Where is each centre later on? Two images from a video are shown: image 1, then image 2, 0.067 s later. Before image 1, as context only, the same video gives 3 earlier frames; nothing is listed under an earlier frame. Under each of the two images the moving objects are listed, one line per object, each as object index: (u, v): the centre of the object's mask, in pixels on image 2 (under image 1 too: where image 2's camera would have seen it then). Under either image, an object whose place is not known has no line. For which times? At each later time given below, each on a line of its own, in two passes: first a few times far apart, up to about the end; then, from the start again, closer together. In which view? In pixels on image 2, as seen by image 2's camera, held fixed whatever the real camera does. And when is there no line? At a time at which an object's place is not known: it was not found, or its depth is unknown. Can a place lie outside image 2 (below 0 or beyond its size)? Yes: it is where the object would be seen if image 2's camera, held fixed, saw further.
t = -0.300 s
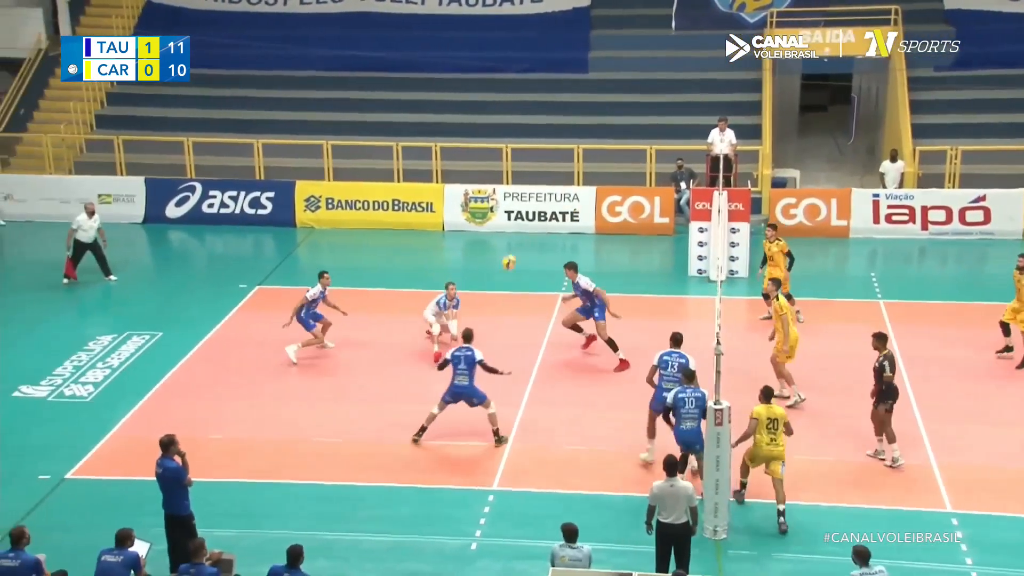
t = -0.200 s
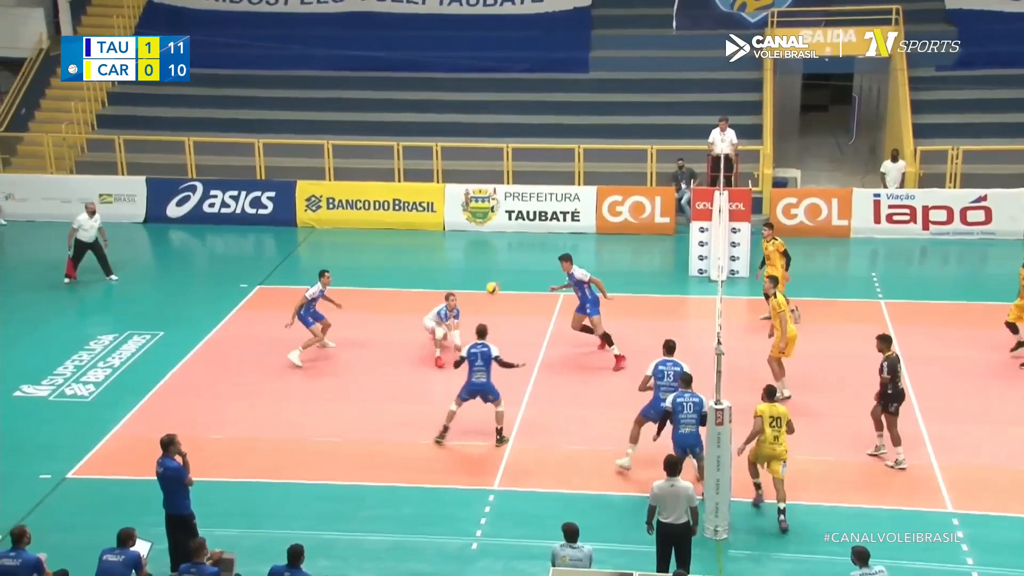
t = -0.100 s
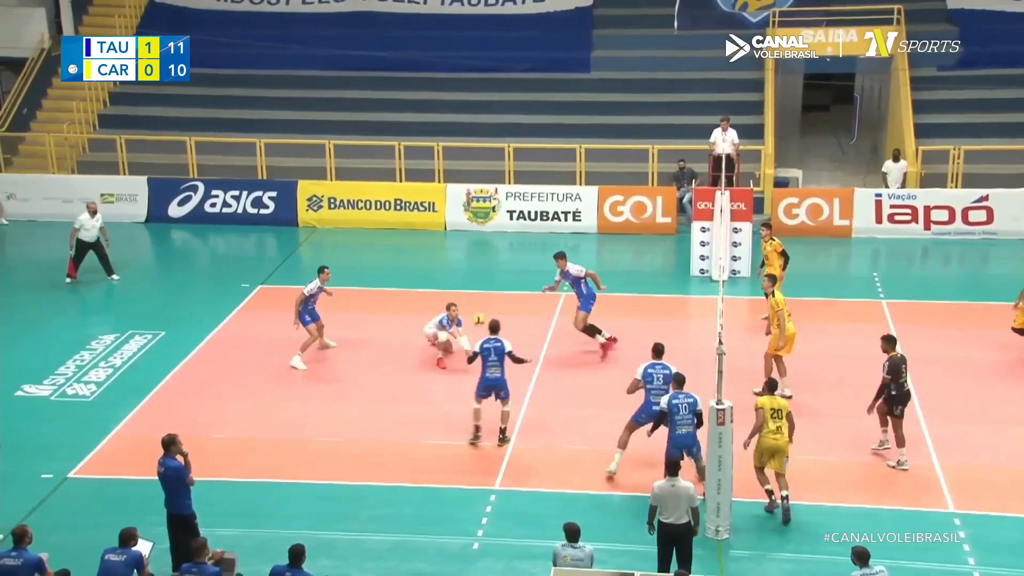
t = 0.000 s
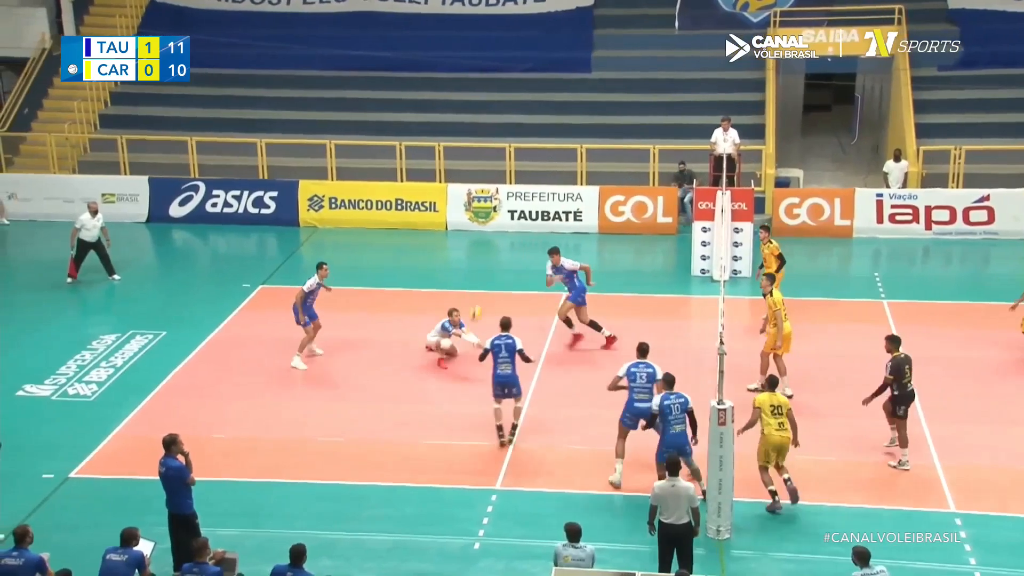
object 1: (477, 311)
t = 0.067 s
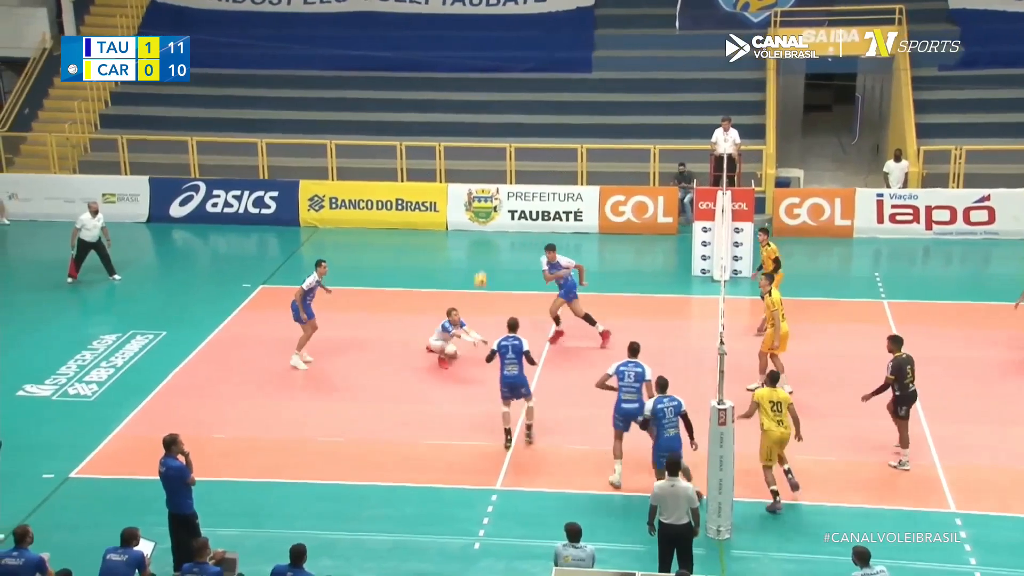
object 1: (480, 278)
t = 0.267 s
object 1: (493, 184)
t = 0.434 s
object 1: (505, 129)
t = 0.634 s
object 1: (520, 79)
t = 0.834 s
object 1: (534, 52)
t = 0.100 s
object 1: (483, 262)
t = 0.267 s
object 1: (493, 184)
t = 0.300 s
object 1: (496, 176)
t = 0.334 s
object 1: (498, 163)
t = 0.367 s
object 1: (501, 150)
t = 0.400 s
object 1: (503, 140)
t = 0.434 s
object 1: (505, 129)
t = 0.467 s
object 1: (508, 119)
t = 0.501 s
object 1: (511, 110)
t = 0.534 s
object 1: (513, 101)
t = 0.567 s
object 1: (515, 94)
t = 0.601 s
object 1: (517, 85)
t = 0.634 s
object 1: (520, 79)
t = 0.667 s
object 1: (522, 72)
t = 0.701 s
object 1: (526, 67)
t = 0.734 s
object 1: (528, 63)
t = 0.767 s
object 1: (530, 58)
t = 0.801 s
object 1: (532, 54)
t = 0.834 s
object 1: (534, 52)
